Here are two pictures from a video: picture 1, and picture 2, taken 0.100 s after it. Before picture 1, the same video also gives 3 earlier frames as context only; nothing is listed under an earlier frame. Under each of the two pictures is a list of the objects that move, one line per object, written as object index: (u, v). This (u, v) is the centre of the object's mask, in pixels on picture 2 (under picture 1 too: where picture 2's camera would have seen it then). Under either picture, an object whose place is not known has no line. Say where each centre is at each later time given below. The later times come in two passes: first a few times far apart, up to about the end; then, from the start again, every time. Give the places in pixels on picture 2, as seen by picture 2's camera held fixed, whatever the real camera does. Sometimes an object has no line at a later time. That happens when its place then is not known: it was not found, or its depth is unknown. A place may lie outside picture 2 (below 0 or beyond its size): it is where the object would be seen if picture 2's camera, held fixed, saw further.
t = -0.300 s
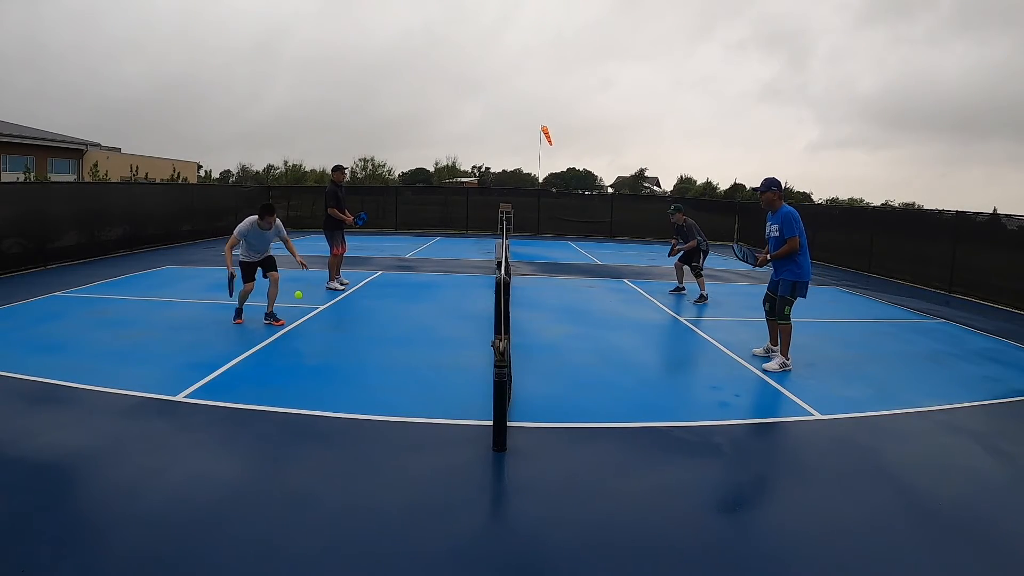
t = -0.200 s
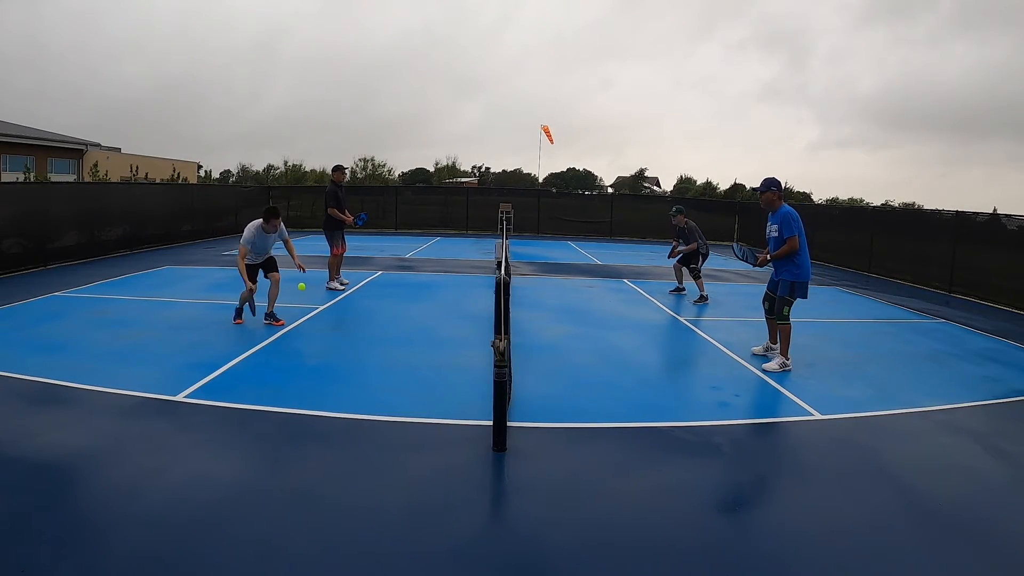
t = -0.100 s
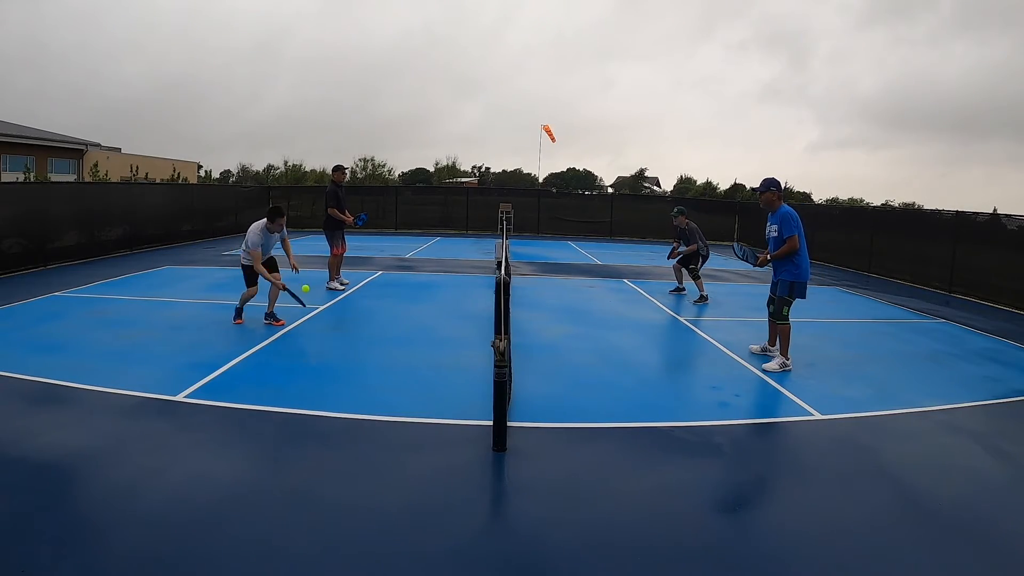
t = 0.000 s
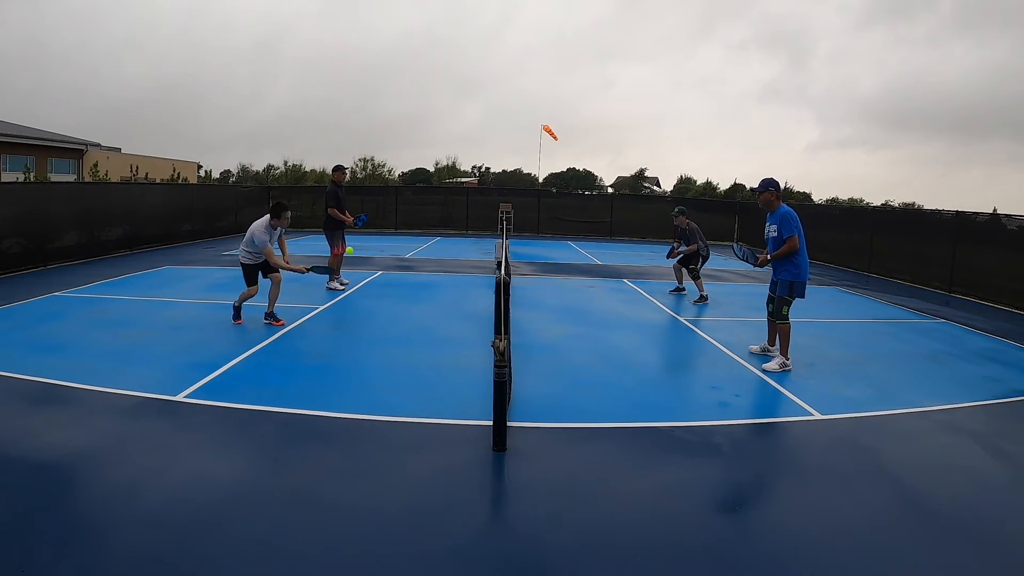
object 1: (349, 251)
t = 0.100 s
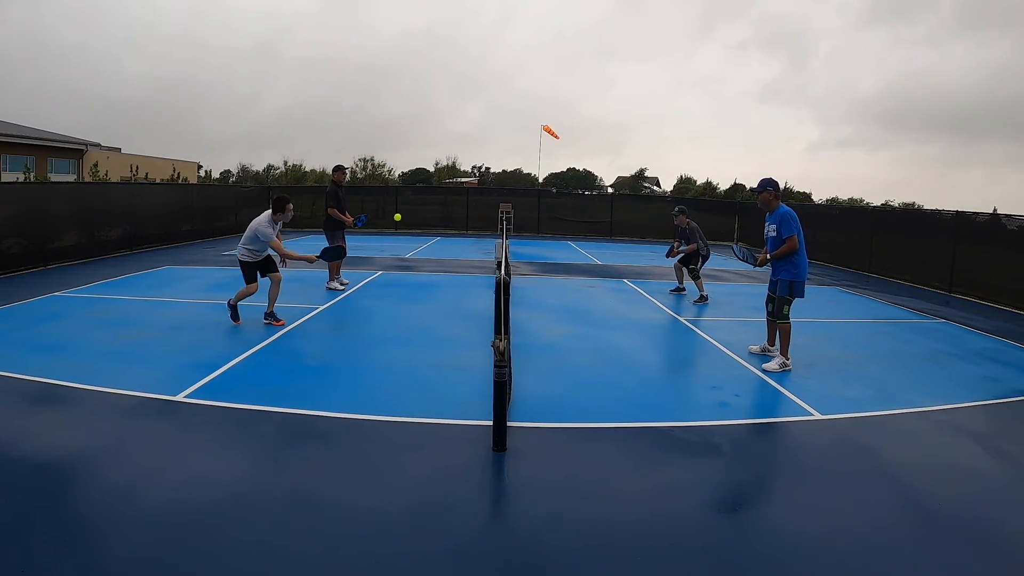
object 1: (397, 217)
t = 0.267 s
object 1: (465, 191)
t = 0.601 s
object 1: (564, 211)
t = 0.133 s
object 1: (412, 209)
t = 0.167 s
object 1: (426, 203)
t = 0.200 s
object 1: (440, 197)
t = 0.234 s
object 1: (452, 194)
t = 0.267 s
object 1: (465, 191)
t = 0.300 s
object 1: (477, 189)
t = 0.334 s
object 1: (489, 188)
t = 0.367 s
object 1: (499, 188)
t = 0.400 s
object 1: (510, 189)
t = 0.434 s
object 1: (520, 191)
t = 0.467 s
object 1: (529, 194)
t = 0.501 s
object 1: (539, 197)
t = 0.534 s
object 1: (548, 201)
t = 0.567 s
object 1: (556, 206)
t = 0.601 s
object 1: (564, 211)
